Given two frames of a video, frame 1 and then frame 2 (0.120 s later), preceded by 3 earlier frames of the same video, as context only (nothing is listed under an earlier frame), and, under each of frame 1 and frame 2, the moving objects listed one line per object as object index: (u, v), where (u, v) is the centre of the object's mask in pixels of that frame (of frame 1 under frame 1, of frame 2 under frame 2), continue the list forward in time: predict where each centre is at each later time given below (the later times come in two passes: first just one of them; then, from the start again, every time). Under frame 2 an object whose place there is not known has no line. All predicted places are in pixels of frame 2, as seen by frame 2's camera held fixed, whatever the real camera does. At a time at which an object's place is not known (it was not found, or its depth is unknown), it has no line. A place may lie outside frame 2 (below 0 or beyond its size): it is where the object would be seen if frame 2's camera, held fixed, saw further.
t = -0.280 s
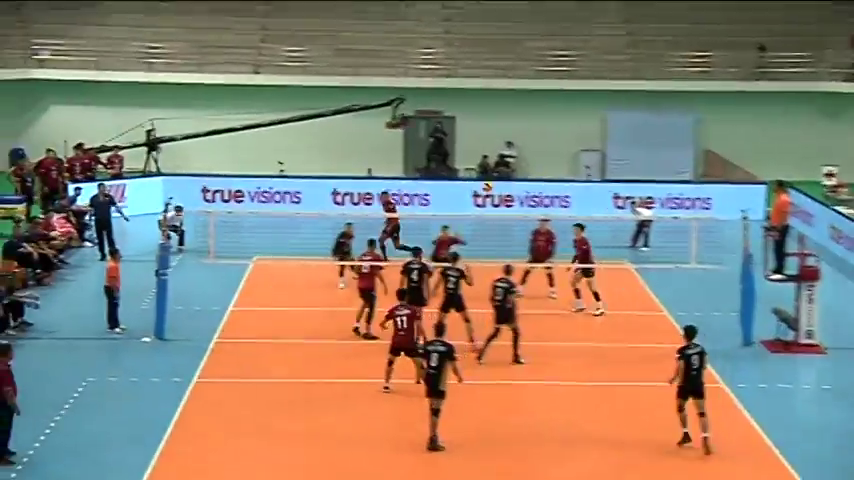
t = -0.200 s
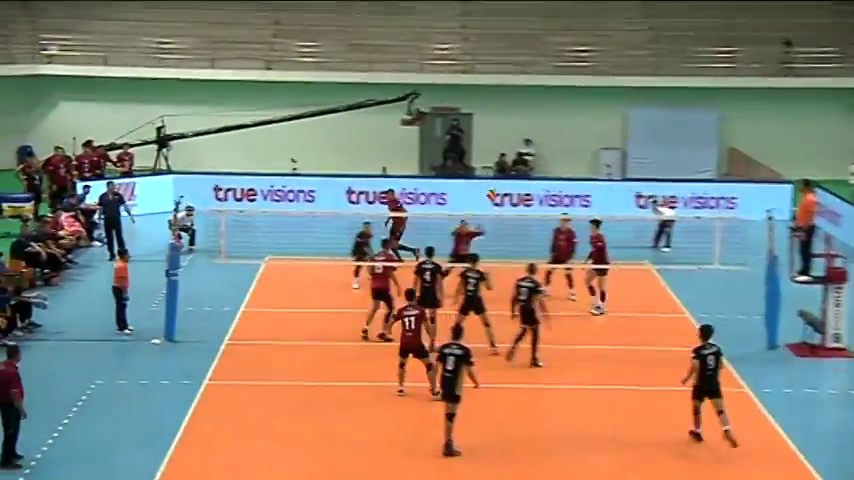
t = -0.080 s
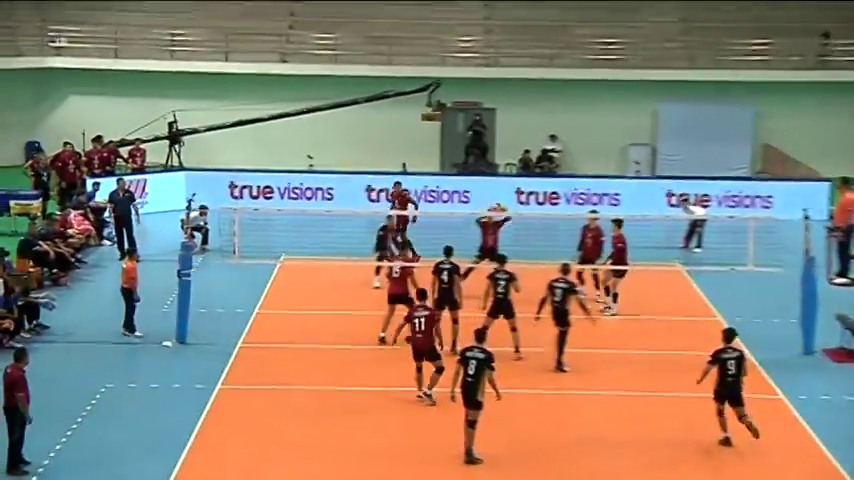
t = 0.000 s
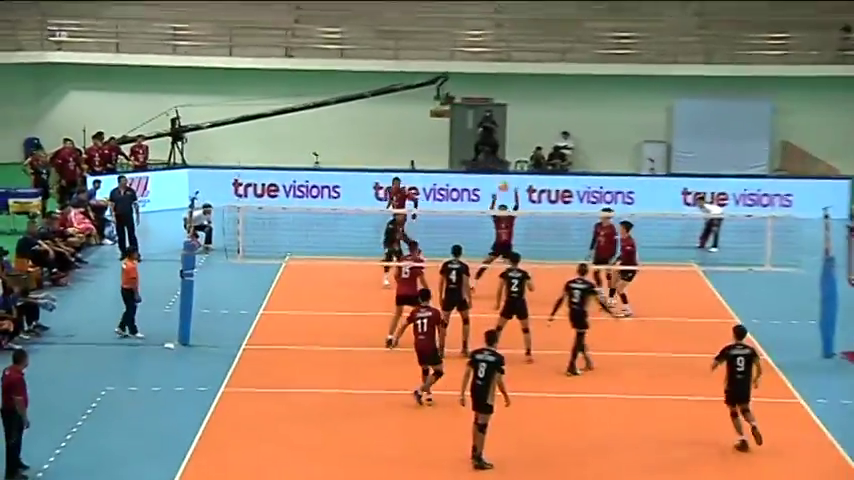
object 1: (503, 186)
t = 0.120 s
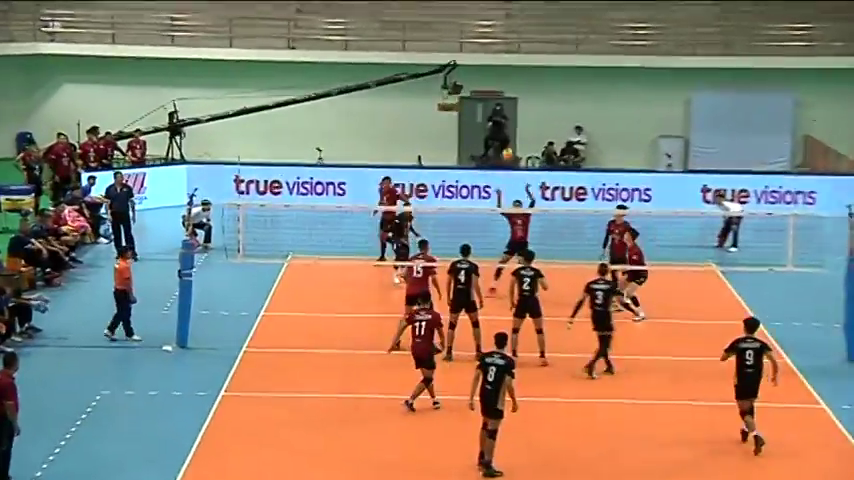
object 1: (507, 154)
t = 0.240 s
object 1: (502, 130)
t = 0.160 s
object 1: (505, 145)
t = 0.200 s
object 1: (504, 138)
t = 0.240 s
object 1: (502, 130)
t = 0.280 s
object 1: (501, 124)
